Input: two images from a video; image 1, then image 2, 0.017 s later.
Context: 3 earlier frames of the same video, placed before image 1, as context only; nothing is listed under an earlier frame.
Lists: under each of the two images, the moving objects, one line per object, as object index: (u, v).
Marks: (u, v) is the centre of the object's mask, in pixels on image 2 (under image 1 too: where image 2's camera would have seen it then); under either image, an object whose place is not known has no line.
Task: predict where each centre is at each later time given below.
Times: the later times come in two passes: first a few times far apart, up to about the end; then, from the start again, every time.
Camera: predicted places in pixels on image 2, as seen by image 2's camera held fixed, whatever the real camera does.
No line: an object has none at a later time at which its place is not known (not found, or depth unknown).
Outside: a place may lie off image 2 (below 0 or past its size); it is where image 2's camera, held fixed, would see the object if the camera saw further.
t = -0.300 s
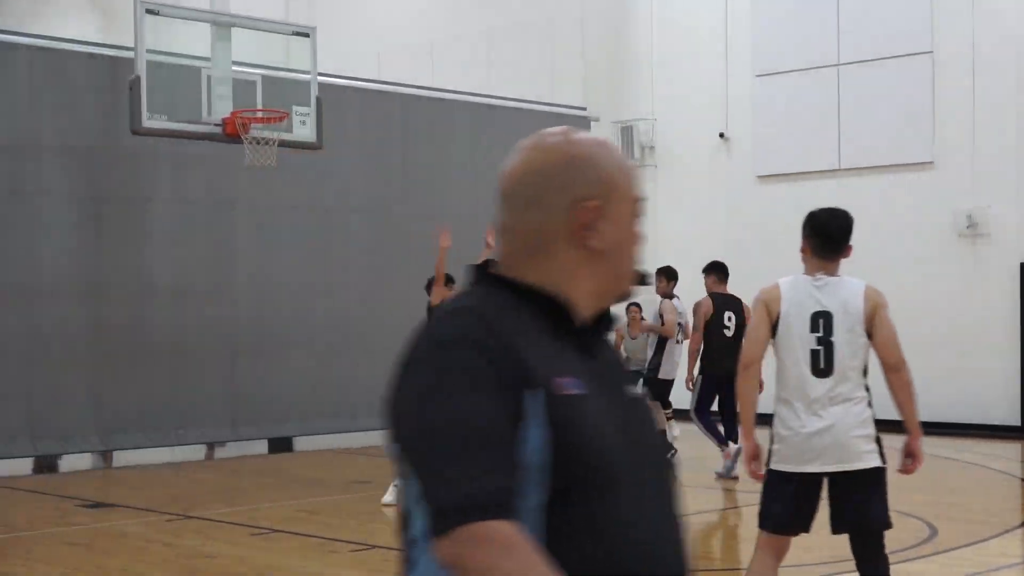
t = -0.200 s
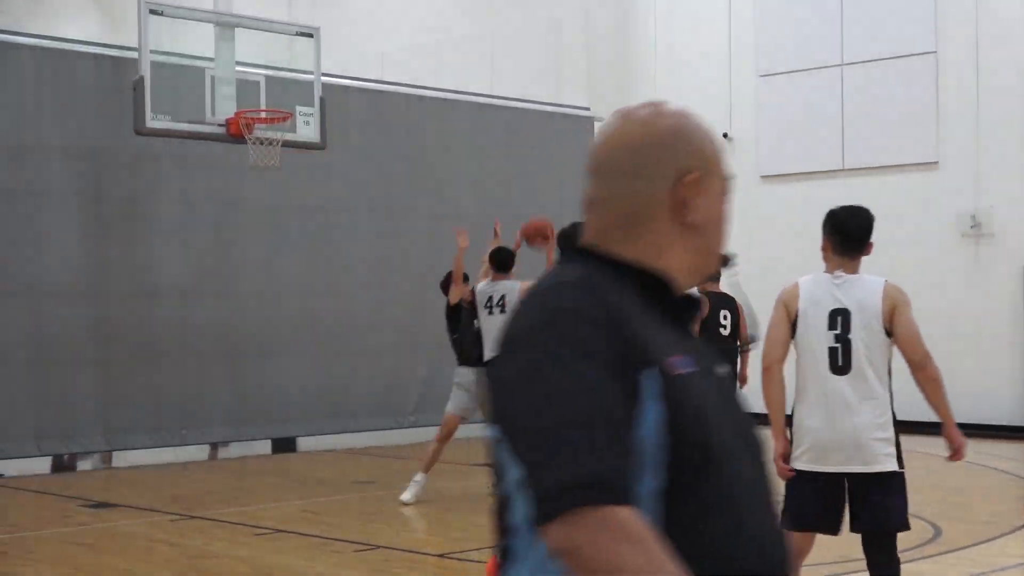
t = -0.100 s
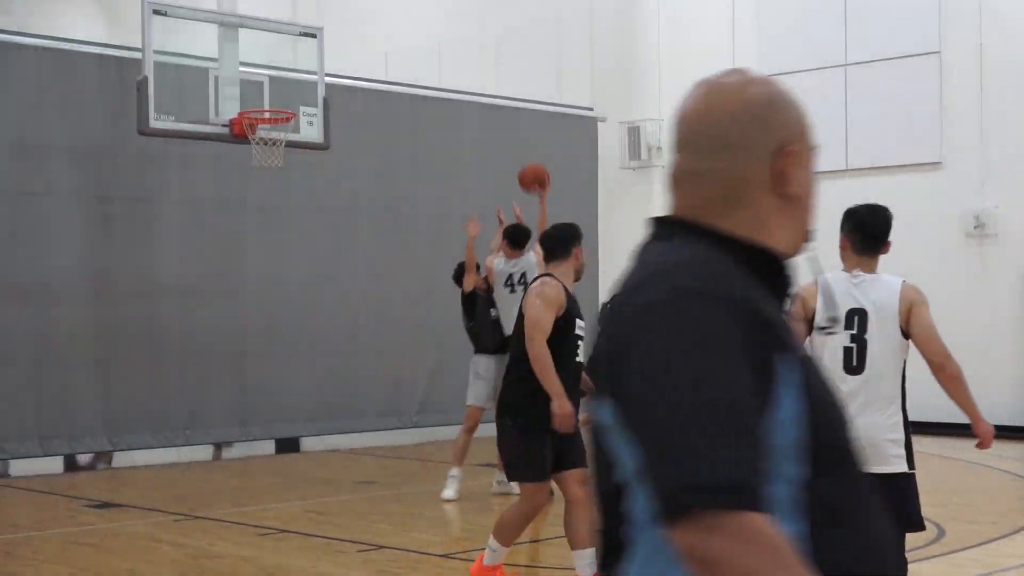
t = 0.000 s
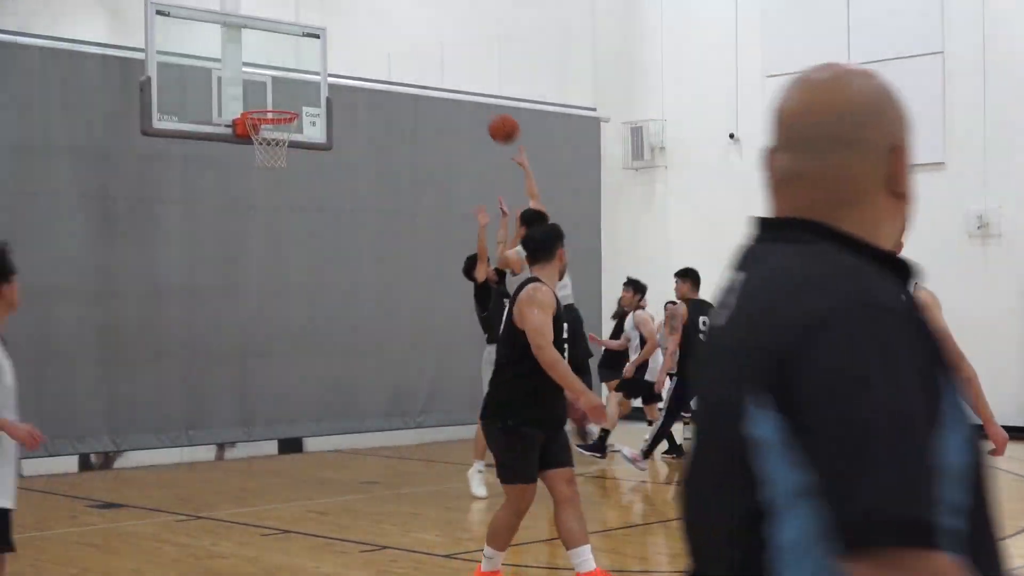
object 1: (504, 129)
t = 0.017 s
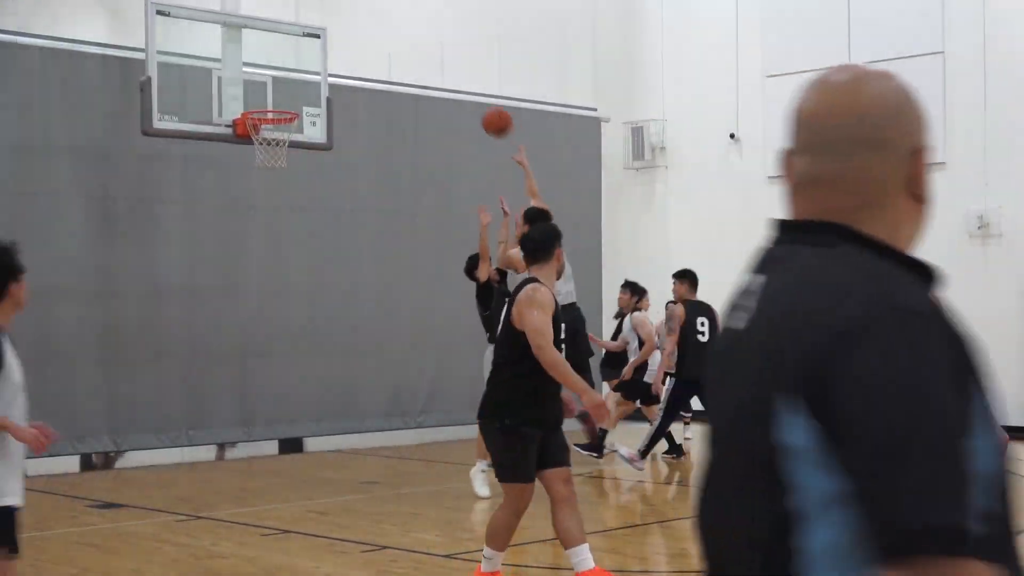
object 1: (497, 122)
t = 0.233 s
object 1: (410, 67)
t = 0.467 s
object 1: (324, 74)
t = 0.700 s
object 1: (274, 83)
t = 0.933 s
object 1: (250, 100)
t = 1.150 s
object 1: (262, 86)
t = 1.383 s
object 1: (274, 94)
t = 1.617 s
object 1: (280, 100)
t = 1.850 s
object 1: (278, 99)
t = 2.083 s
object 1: (274, 145)
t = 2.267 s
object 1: (269, 185)
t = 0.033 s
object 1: (490, 116)
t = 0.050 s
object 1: (483, 110)
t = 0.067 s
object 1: (476, 104)
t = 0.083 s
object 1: (469, 98)
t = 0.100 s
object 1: (462, 93)
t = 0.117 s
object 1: (456, 88)
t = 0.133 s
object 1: (449, 84)
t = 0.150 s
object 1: (443, 80)
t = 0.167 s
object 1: (436, 77)
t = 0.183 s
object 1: (429, 74)
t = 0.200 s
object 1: (423, 71)
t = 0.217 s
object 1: (416, 69)
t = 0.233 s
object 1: (410, 67)
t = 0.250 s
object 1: (403, 65)
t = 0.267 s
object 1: (397, 64)
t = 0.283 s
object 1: (391, 63)
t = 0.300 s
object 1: (384, 62)
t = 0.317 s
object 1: (378, 62)
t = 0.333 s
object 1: (372, 62)
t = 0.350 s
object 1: (366, 62)
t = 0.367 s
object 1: (360, 63)
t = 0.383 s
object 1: (354, 64)
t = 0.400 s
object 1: (347, 65)
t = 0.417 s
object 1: (342, 67)
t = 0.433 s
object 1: (335, 69)
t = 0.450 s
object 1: (330, 71)
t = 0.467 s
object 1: (324, 74)
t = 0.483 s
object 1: (317, 77)
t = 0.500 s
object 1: (311, 80)
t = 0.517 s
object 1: (306, 84)
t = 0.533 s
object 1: (300, 88)
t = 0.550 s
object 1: (294, 92)
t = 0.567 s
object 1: (289, 96)
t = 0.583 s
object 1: (286, 97)
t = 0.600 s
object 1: (284, 94)
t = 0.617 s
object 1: (282, 92)
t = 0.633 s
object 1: (280, 89)
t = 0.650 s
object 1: (279, 87)
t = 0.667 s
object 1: (277, 85)
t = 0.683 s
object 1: (275, 84)
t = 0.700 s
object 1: (274, 83)
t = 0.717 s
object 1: (272, 82)
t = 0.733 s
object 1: (270, 82)
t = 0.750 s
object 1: (268, 82)
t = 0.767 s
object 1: (267, 82)
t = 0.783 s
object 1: (265, 82)
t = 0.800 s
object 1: (263, 83)
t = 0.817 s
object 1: (262, 84)
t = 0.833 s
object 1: (260, 86)
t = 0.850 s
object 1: (258, 88)
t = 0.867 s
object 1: (257, 90)
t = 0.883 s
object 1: (255, 92)
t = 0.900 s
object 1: (254, 95)
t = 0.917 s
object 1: (252, 98)
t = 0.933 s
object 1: (250, 100)
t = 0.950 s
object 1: (249, 100)
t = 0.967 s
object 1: (250, 98)
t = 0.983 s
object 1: (251, 96)
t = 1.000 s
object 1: (253, 94)
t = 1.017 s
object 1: (253, 92)
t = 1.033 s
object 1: (255, 90)
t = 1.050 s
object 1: (256, 89)
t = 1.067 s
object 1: (257, 88)
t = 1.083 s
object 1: (258, 87)
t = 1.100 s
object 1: (259, 86)
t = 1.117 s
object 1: (260, 86)
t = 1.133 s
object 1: (261, 86)
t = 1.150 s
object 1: (262, 86)
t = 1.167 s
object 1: (264, 87)
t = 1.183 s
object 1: (265, 88)
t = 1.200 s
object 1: (266, 90)
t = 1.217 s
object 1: (267, 91)
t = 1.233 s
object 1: (268, 93)
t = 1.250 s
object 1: (269, 96)
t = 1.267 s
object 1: (270, 98)
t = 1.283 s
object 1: (271, 100)
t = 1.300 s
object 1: (272, 101)
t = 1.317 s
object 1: (273, 101)
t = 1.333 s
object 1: (273, 99)
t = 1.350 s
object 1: (274, 98)
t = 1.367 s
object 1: (274, 96)
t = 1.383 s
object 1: (274, 94)
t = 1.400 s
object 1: (275, 93)
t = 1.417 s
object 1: (275, 91)
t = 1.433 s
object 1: (275, 90)
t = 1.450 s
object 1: (276, 90)
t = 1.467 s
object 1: (276, 90)
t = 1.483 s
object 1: (277, 90)
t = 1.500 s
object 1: (277, 90)
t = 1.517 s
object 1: (278, 91)
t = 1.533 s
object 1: (278, 92)
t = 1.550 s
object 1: (278, 93)
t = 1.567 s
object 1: (279, 95)
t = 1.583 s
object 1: (279, 97)
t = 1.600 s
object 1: (280, 98)
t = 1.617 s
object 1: (280, 100)
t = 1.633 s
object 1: (280, 101)
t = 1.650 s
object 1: (281, 101)
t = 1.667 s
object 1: (280, 100)
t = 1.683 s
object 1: (280, 99)
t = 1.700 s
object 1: (280, 98)
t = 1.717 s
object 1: (280, 97)
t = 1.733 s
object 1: (280, 97)
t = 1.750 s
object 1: (279, 97)
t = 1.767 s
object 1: (279, 96)
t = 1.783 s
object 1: (279, 96)
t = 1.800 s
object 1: (279, 97)
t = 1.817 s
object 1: (278, 97)
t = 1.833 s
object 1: (278, 98)
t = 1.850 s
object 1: (278, 99)
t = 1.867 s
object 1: (278, 100)
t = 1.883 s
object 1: (278, 101)
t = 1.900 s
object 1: (278, 102)
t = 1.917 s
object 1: (278, 103)
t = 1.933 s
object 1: (278, 105)
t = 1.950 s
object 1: (277, 115)
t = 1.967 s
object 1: (276, 119)
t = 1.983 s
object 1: (277, 125)
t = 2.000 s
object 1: (277, 126)
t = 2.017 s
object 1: (277, 131)
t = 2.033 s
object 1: (275, 133)
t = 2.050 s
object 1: (275, 140)
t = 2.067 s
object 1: (275, 143)
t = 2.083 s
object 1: (274, 145)
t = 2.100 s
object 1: (274, 148)
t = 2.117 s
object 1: (275, 150)
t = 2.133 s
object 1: (274, 153)
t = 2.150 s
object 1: (273, 161)
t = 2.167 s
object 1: (273, 163)
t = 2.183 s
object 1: (272, 165)
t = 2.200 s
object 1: (272, 168)
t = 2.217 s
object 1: (271, 171)
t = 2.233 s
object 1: (271, 175)
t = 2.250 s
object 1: (270, 180)
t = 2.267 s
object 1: (269, 185)
